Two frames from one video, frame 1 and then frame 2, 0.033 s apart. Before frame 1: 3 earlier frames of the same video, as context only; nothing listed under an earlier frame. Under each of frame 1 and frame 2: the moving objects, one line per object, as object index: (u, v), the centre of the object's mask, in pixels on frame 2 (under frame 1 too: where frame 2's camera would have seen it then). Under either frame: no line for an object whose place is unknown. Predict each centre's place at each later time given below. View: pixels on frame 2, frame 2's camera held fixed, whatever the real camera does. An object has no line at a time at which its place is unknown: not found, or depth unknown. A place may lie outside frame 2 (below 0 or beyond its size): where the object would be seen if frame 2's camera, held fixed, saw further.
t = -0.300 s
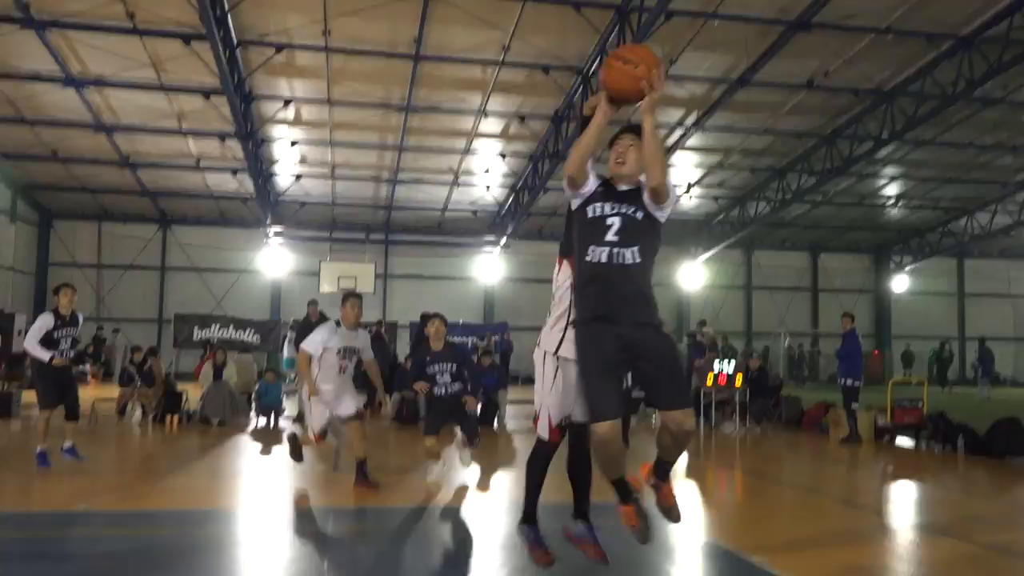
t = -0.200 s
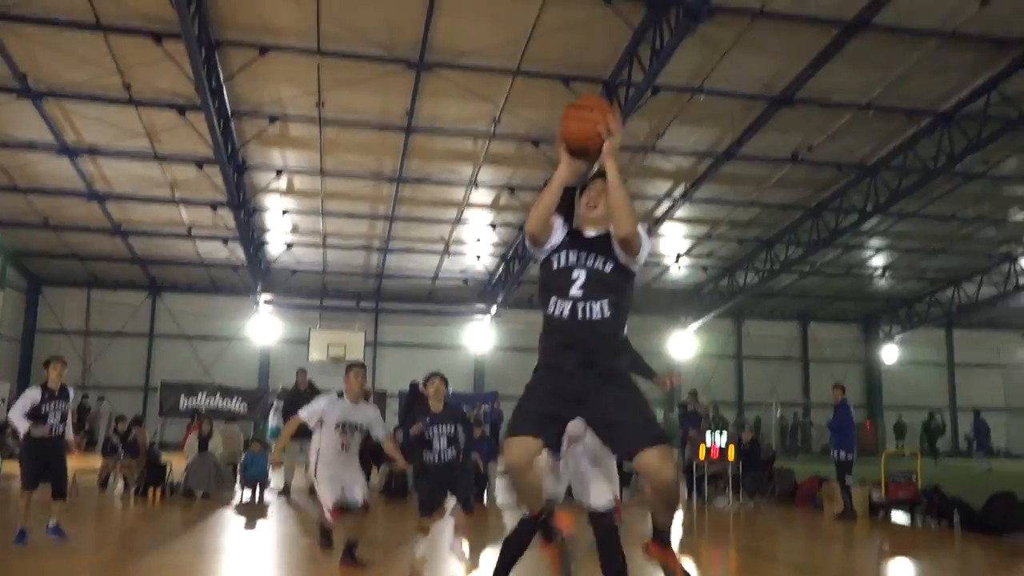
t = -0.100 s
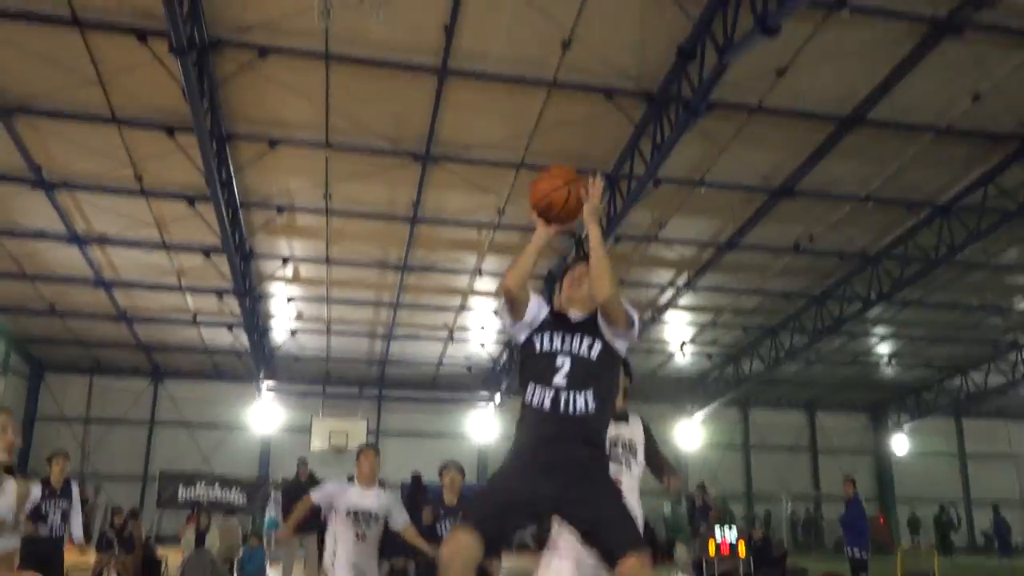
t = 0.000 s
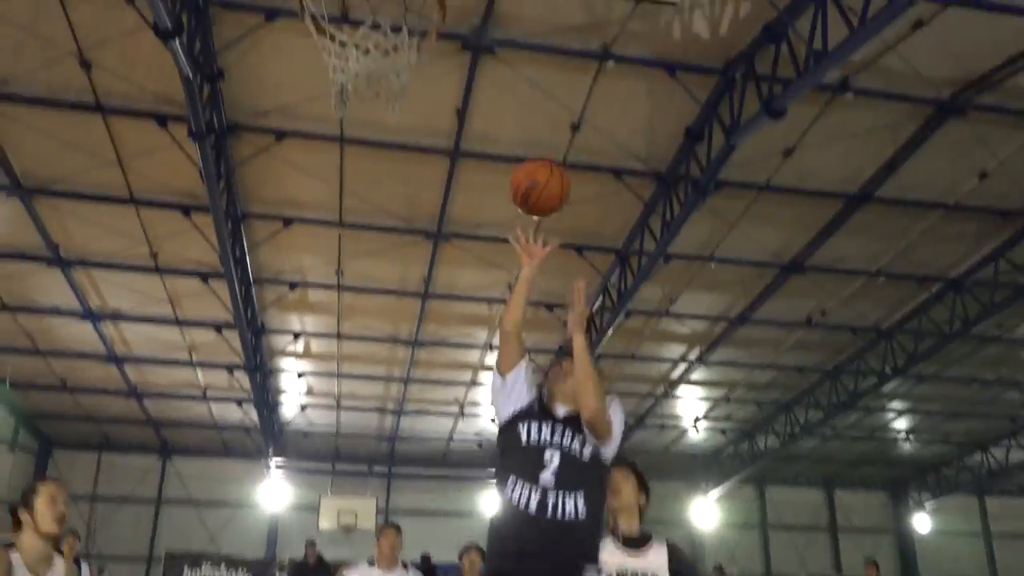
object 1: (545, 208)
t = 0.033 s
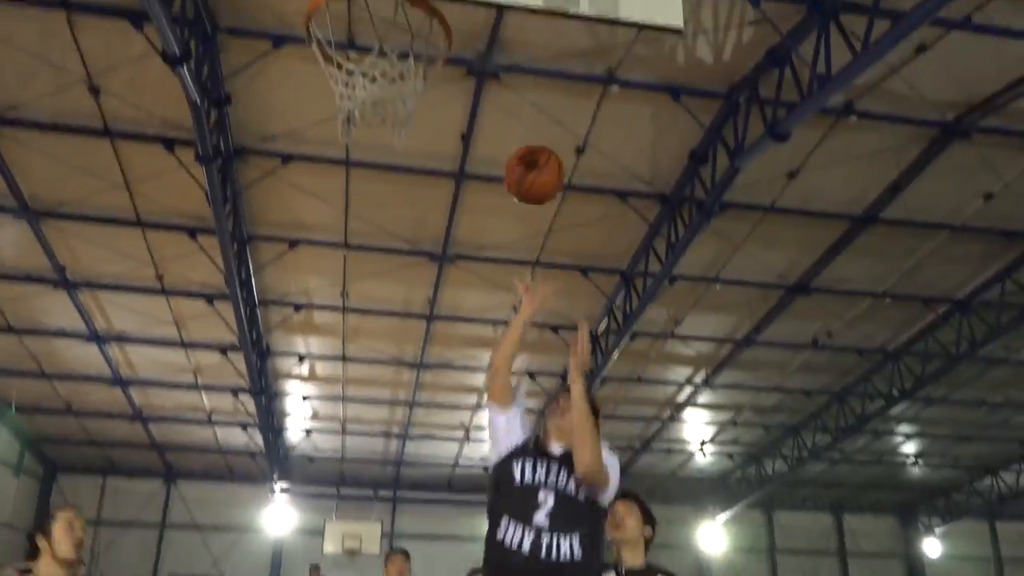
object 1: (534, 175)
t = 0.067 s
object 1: (523, 138)
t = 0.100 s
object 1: (512, 103)
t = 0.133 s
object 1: (500, 72)
